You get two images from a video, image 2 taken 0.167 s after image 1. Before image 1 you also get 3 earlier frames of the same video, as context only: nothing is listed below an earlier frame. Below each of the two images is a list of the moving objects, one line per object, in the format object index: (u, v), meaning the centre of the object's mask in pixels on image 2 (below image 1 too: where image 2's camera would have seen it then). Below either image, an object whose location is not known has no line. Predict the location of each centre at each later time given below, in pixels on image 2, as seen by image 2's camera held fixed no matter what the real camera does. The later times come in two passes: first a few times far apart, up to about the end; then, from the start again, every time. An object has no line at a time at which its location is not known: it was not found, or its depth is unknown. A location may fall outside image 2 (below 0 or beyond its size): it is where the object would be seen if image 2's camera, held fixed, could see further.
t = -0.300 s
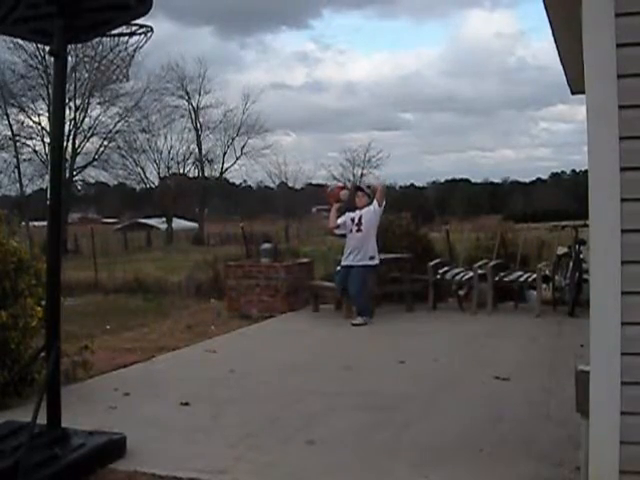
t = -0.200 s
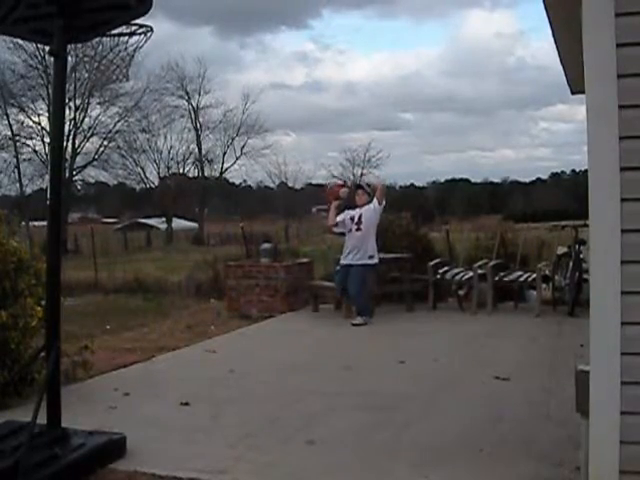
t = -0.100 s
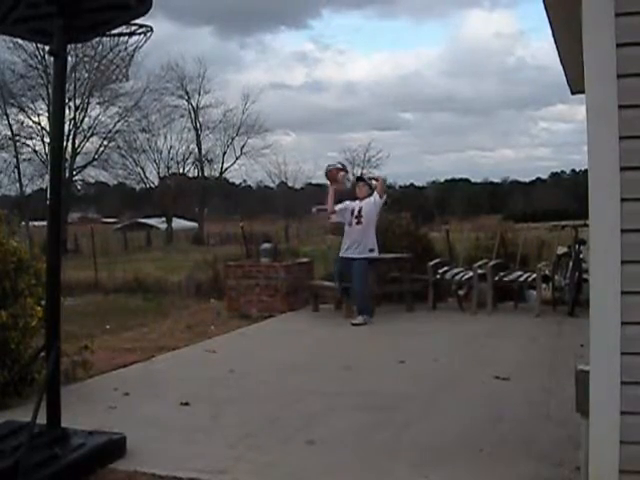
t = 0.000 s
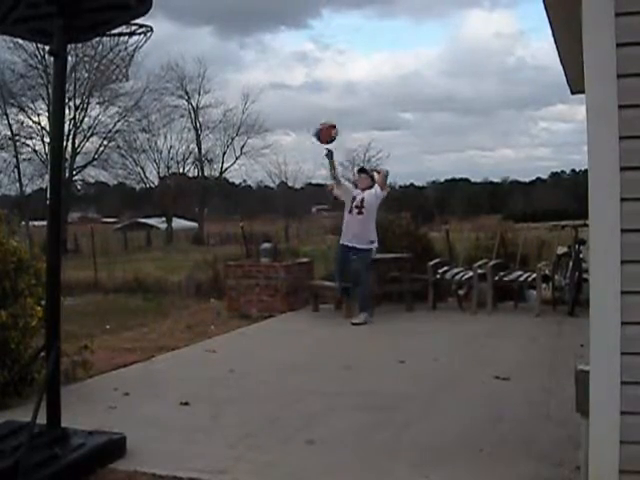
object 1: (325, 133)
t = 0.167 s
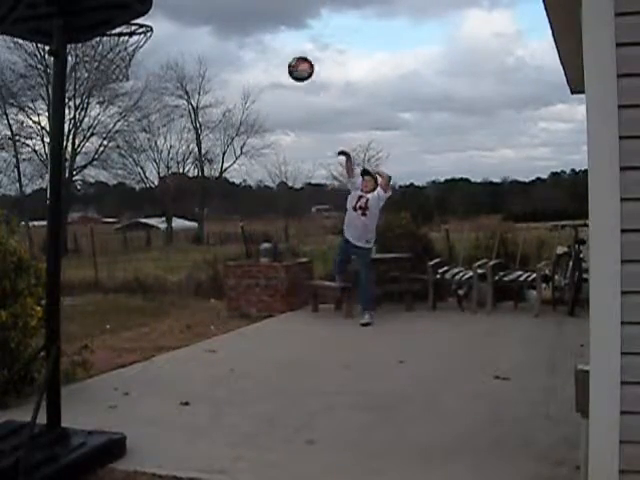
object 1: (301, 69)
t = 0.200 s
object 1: (295, 58)
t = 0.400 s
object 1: (256, 15)
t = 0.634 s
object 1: (199, 21)
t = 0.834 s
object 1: (135, 98)
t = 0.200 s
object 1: (295, 58)
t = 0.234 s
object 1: (289, 49)
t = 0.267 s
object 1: (282, 40)
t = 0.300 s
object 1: (276, 33)
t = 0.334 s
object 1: (270, 26)
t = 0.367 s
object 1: (263, 20)
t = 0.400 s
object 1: (256, 15)
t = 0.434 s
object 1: (249, 13)
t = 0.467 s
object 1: (242, 12)
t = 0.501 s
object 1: (234, 12)
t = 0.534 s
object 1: (226, 12)
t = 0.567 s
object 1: (218, 14)
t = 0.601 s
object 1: (210, 16)
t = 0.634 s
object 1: (199, 21)
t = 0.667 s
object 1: (190, 28)
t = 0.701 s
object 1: (180, 37)
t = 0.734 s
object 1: (170, 49)
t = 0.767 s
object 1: (159, 62)
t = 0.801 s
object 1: (147, 78)
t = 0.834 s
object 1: (135, 98)
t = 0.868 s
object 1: (124, 121)
